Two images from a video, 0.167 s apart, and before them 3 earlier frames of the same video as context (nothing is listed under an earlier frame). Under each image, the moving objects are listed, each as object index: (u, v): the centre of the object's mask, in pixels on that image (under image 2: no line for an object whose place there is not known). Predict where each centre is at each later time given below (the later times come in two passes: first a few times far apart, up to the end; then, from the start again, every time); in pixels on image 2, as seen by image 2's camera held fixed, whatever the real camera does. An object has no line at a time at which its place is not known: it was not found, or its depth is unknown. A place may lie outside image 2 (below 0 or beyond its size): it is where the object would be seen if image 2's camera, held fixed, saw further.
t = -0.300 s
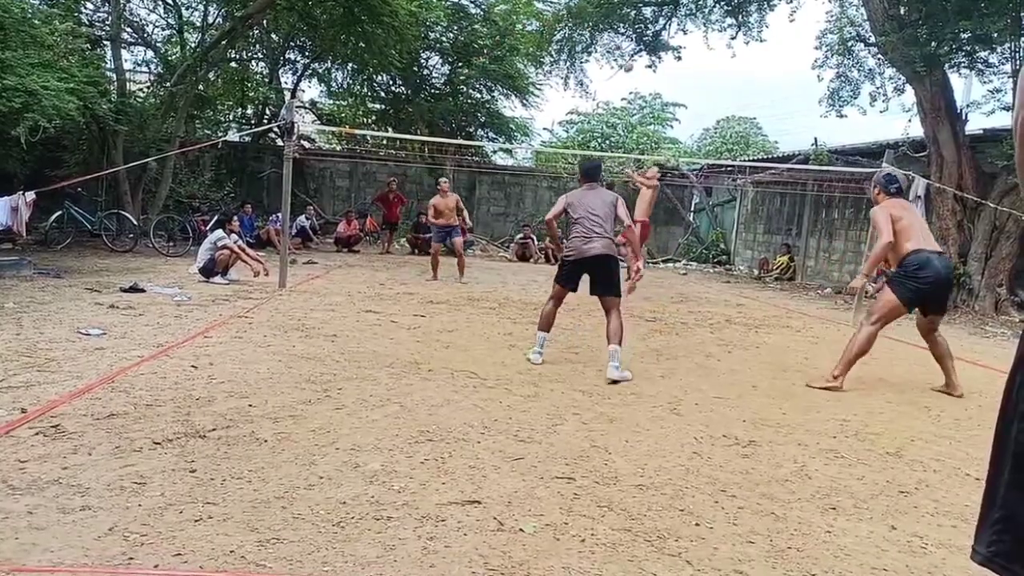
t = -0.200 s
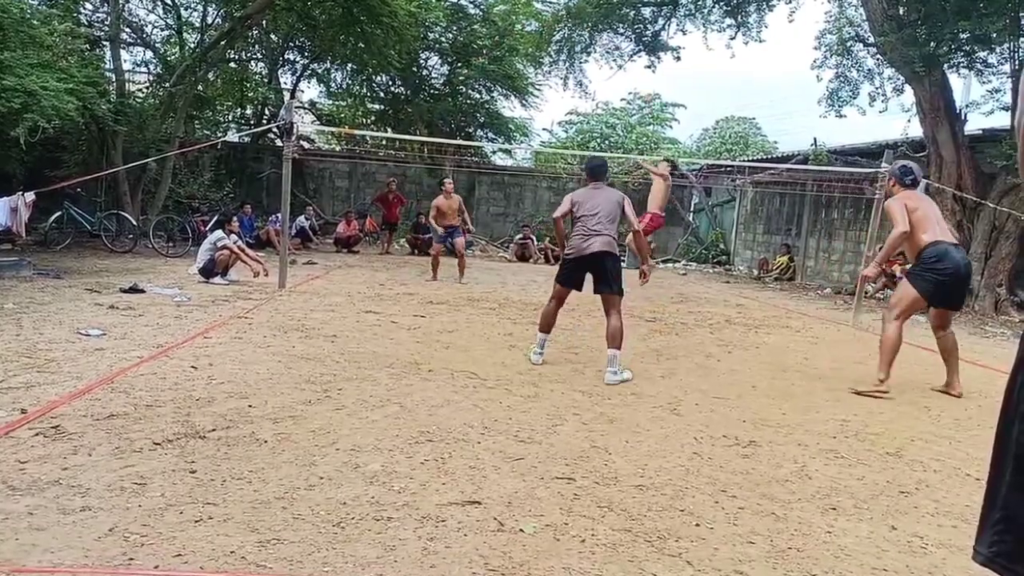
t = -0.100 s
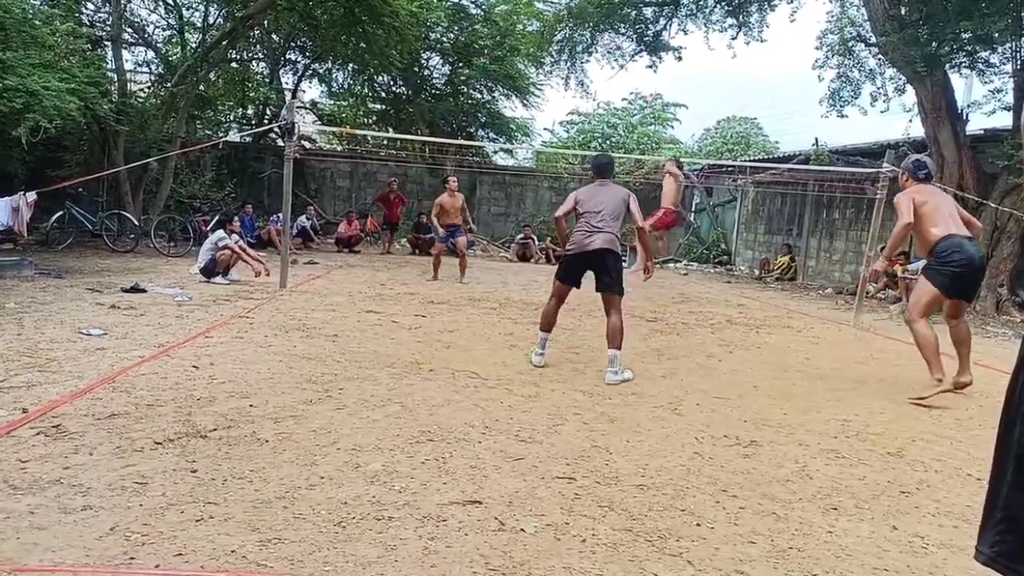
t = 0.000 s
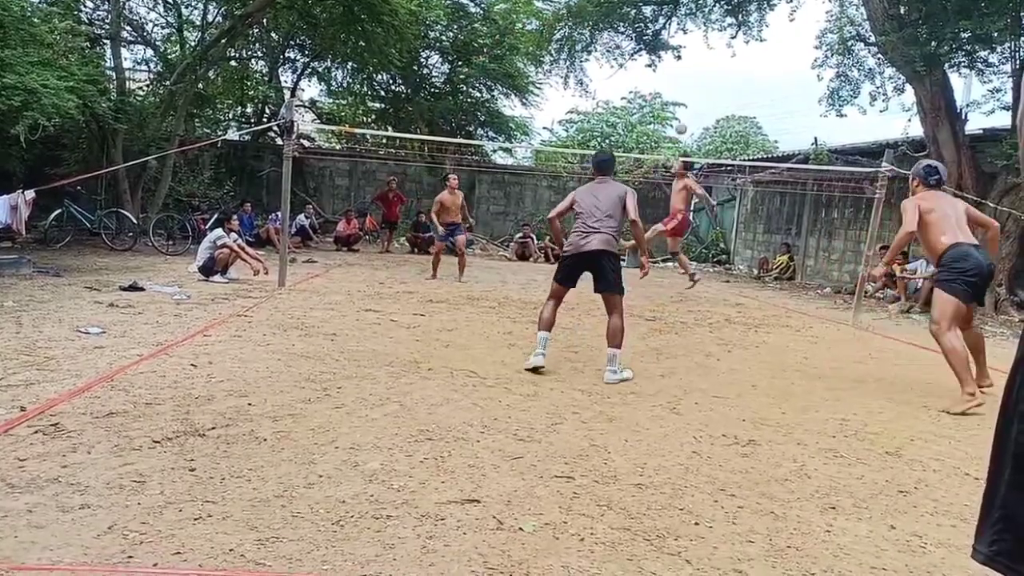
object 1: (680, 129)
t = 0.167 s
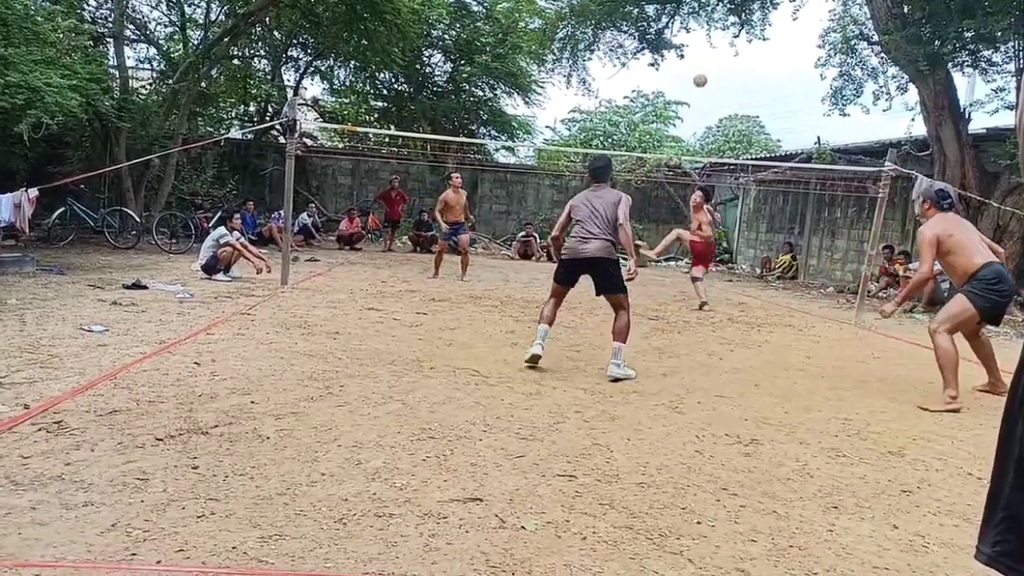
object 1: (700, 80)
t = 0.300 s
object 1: (715, 53)
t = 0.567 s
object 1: (754, 52)
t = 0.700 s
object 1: (781, 105)
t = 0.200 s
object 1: (703, 73)
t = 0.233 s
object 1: (707, 65)
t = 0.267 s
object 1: (711, 59)
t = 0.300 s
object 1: (715, 53)
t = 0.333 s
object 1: (719, 48)
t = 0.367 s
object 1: (724, 44)
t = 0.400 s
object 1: (728, 42)
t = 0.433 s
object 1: (733, 41)
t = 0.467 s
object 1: (738, 42)
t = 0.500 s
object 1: (742, 43)
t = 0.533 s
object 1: (747, 46)
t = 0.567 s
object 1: (754, 52)
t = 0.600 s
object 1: (760, 61)
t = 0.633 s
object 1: (766, 72)
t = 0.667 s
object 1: (773, 87)
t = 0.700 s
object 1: (781, 105)
